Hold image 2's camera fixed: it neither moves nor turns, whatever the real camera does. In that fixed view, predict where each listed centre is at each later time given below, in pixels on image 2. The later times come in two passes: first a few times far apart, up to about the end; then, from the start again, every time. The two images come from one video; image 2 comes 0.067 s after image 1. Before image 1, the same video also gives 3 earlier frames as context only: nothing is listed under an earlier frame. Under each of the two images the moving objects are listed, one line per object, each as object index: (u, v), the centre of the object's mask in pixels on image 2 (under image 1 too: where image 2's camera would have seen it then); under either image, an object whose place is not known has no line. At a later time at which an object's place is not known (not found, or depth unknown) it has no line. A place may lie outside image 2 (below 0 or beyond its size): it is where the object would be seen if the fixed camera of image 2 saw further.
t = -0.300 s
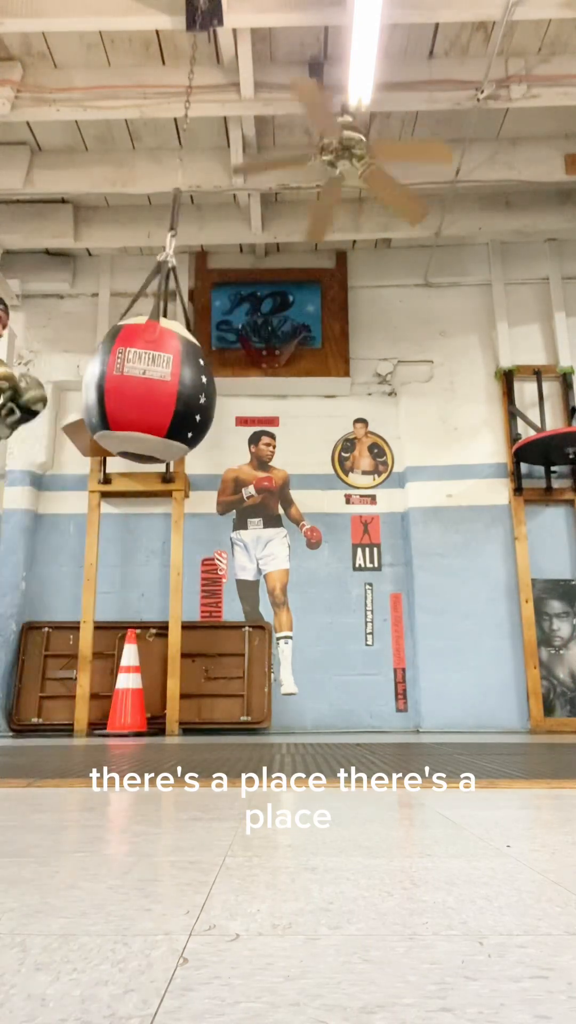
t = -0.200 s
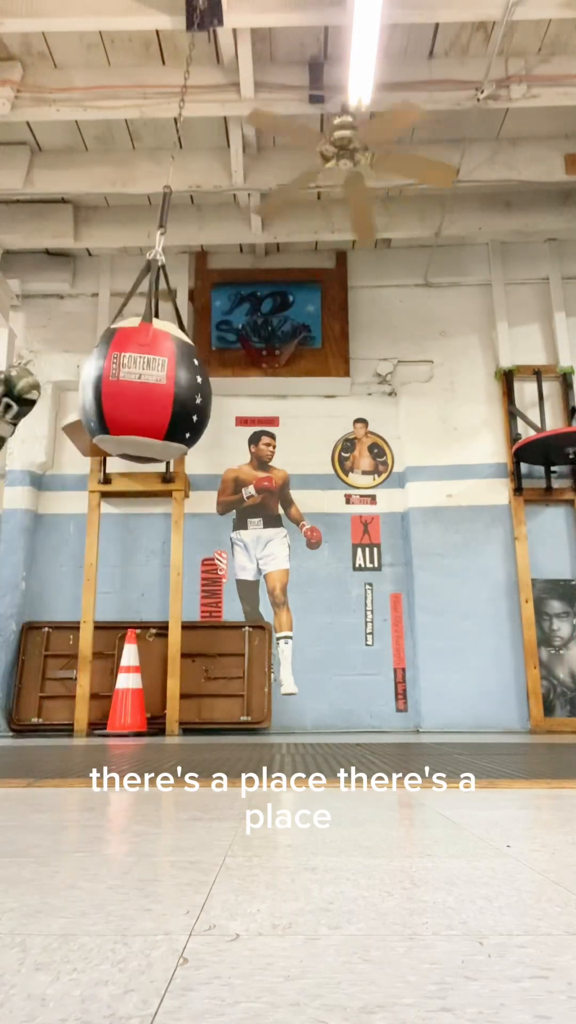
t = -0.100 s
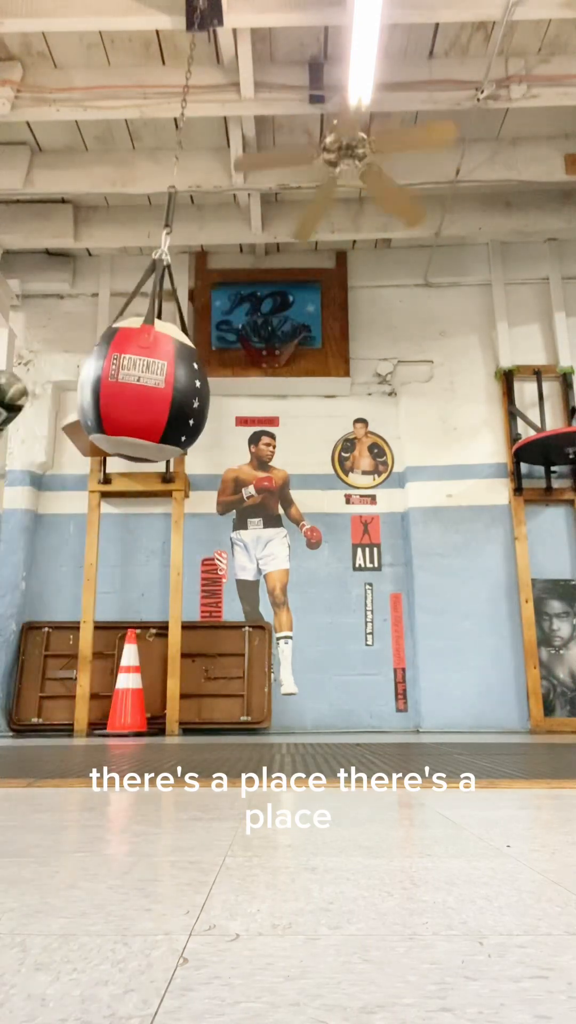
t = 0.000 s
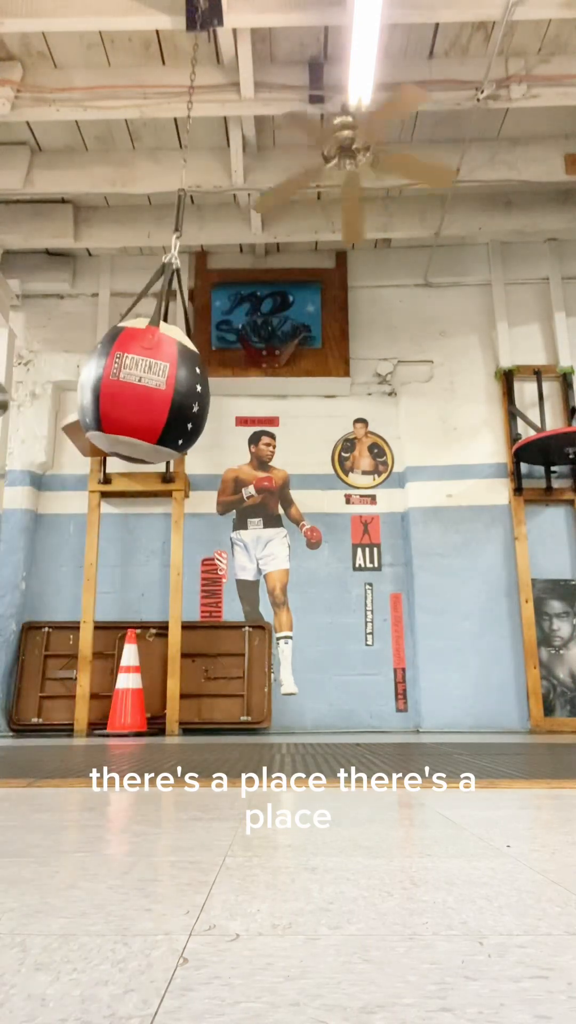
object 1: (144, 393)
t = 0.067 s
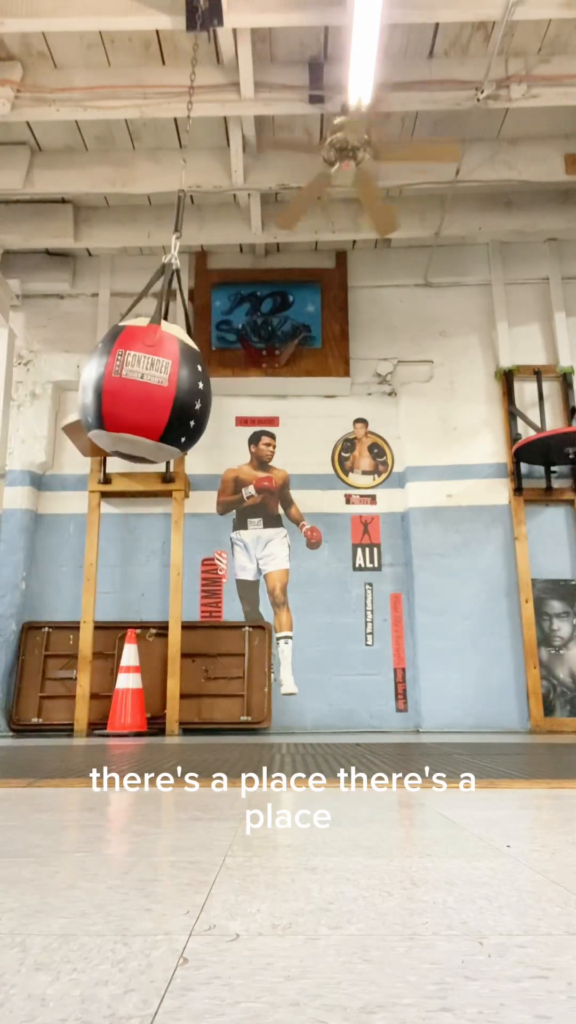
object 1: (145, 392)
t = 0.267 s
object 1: (155, 389)
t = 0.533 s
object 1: (181, 375)
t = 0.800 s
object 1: (215, 349)
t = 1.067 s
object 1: (244, 319)
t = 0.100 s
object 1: (146, 392)
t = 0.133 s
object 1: (147, 391)
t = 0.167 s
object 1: (149, 390)
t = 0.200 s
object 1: (151, 390)
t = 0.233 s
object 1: (153, 390)
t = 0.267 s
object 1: (155, 389)
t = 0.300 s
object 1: (158, 388)
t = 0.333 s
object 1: (161, 387)
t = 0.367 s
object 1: (163, 386)
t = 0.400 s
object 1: (167, 384)
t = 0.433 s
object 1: (170, 382)
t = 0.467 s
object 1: (173, 380)
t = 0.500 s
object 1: (177, 377)
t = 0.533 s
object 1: (181, 375)
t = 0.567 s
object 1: (185, 373)
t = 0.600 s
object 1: (189, 371)
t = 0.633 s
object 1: (193, 368)
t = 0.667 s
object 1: (197, 365)
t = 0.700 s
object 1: (202, 361)
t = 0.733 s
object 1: (206, 357)
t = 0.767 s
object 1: (210, 352)
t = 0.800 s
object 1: (215, 349)
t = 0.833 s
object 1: (219, 345)
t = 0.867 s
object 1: (223, 342)
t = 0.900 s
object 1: (227, 338)
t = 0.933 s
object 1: (231, 334)
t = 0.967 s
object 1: (235, 330)
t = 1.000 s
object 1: (238, 327)
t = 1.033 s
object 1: (241, 323)
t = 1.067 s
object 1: (244, 319)
